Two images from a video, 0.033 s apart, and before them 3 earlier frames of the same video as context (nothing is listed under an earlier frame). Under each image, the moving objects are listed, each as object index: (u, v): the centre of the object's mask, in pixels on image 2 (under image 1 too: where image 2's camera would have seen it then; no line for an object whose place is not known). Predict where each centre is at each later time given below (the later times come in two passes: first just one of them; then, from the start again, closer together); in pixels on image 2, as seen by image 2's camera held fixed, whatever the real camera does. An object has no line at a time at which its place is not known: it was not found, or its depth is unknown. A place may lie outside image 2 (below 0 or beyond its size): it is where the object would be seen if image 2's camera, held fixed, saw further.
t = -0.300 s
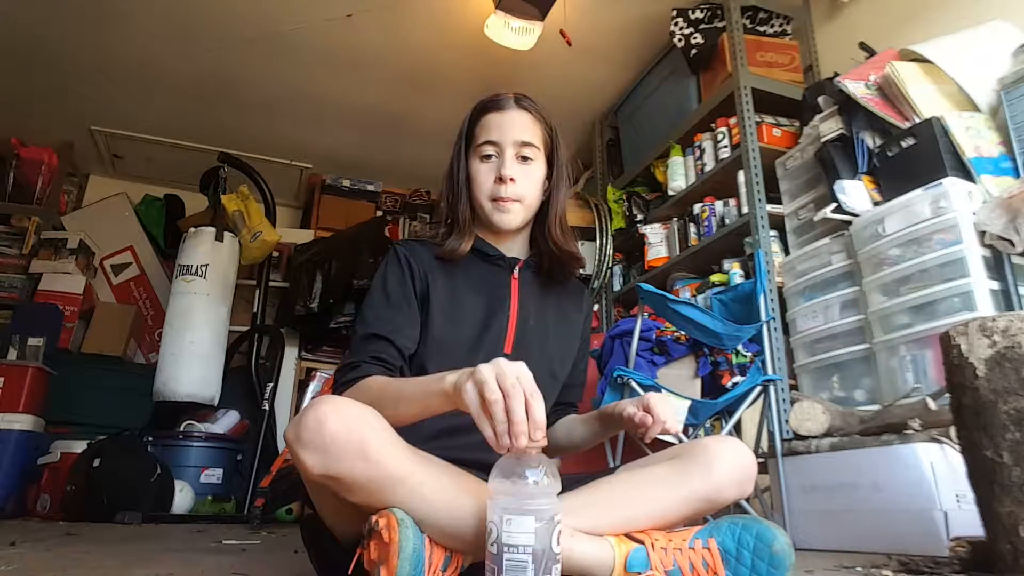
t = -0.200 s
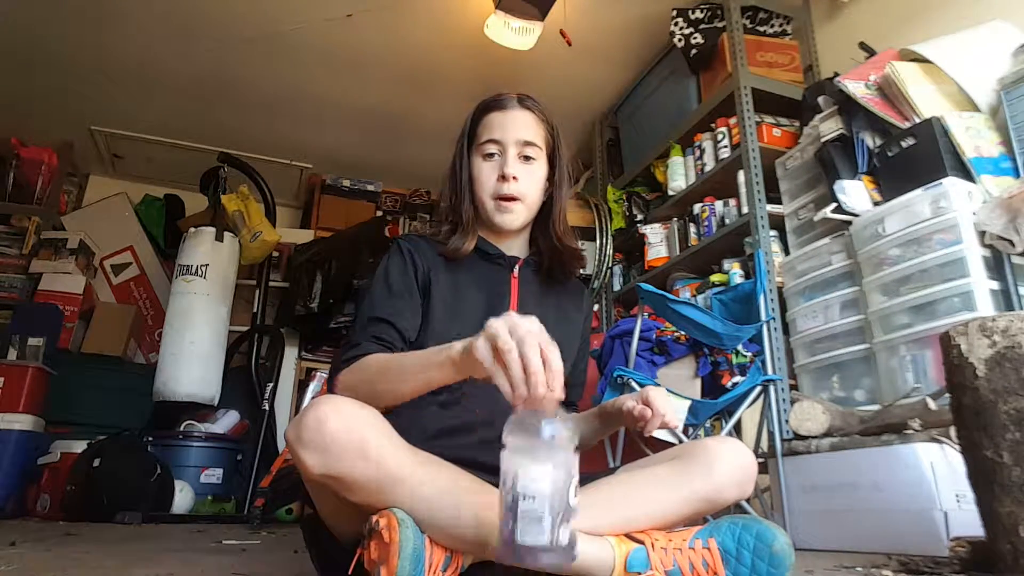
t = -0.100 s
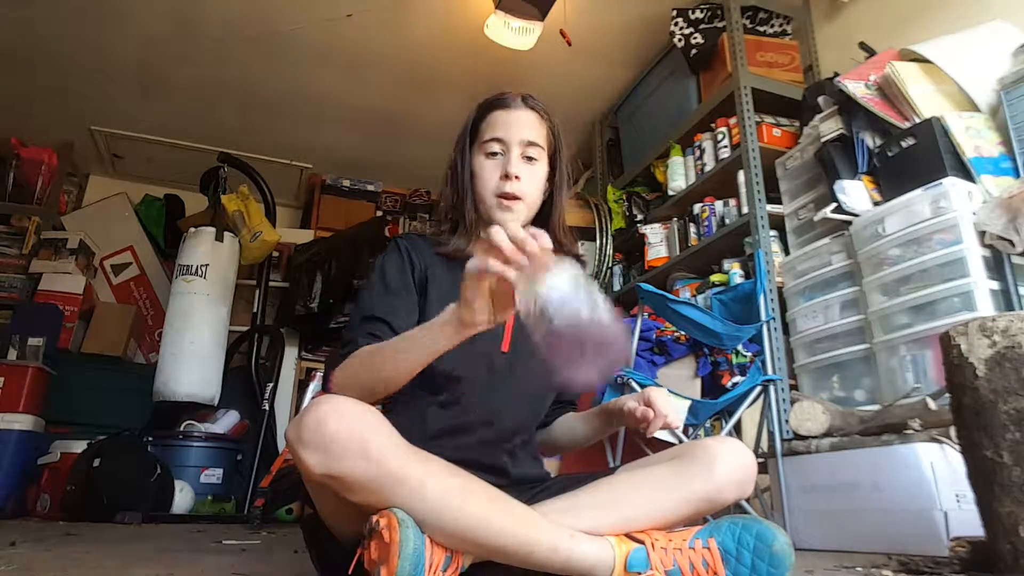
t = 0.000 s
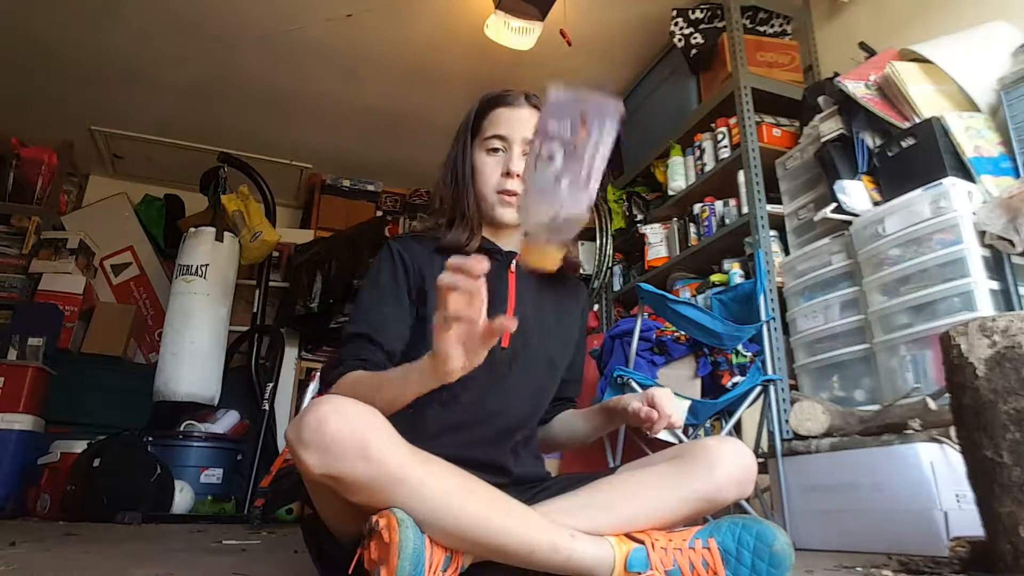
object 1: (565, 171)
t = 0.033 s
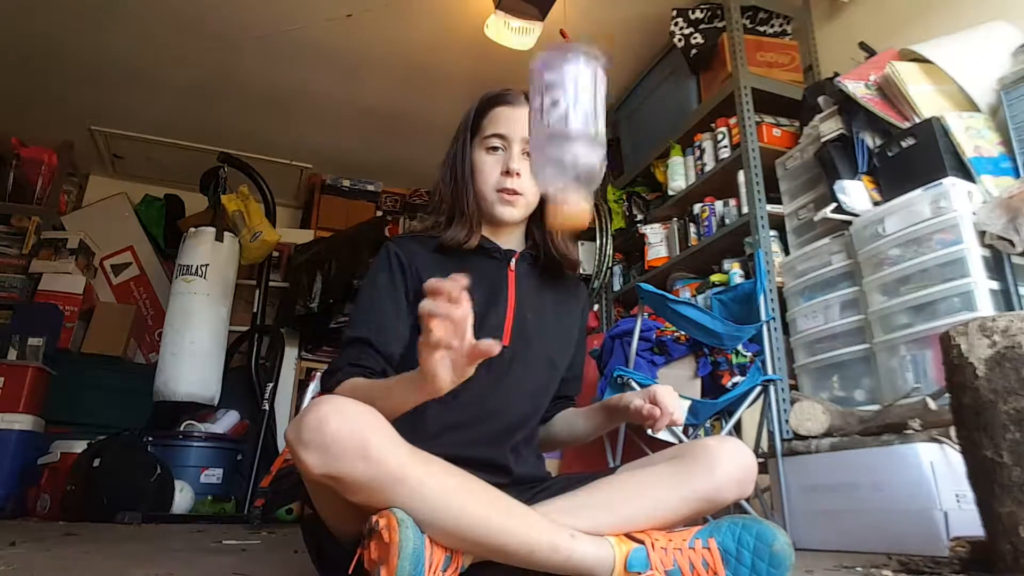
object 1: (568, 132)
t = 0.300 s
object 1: (564, 219)
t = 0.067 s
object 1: (570, 99)
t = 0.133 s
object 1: (569, 67)
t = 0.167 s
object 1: (568, 68)
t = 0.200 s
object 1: (566, 83)
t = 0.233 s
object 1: (566, 109)
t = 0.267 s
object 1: (565, 157)
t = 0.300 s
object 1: (564, 219)
